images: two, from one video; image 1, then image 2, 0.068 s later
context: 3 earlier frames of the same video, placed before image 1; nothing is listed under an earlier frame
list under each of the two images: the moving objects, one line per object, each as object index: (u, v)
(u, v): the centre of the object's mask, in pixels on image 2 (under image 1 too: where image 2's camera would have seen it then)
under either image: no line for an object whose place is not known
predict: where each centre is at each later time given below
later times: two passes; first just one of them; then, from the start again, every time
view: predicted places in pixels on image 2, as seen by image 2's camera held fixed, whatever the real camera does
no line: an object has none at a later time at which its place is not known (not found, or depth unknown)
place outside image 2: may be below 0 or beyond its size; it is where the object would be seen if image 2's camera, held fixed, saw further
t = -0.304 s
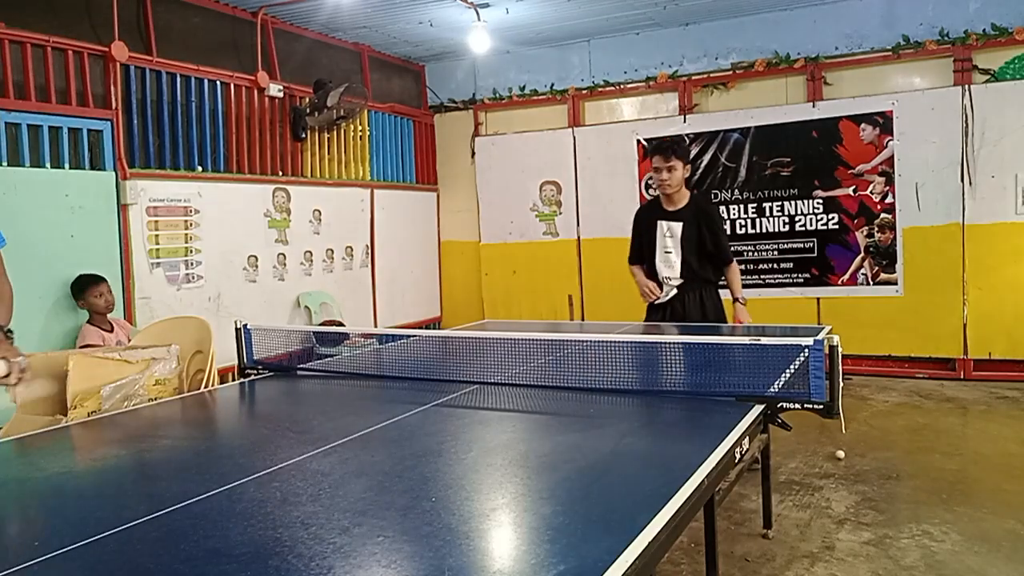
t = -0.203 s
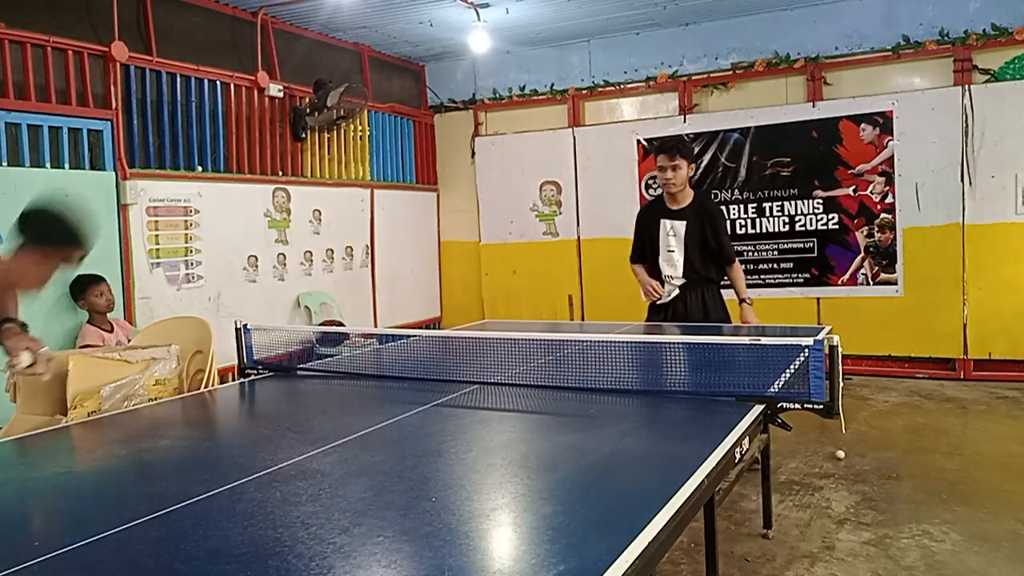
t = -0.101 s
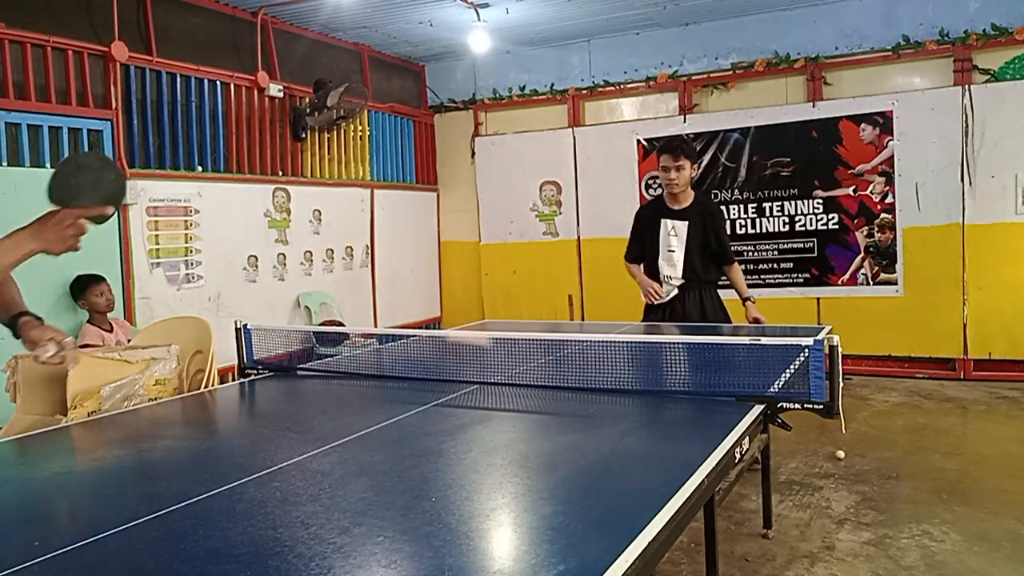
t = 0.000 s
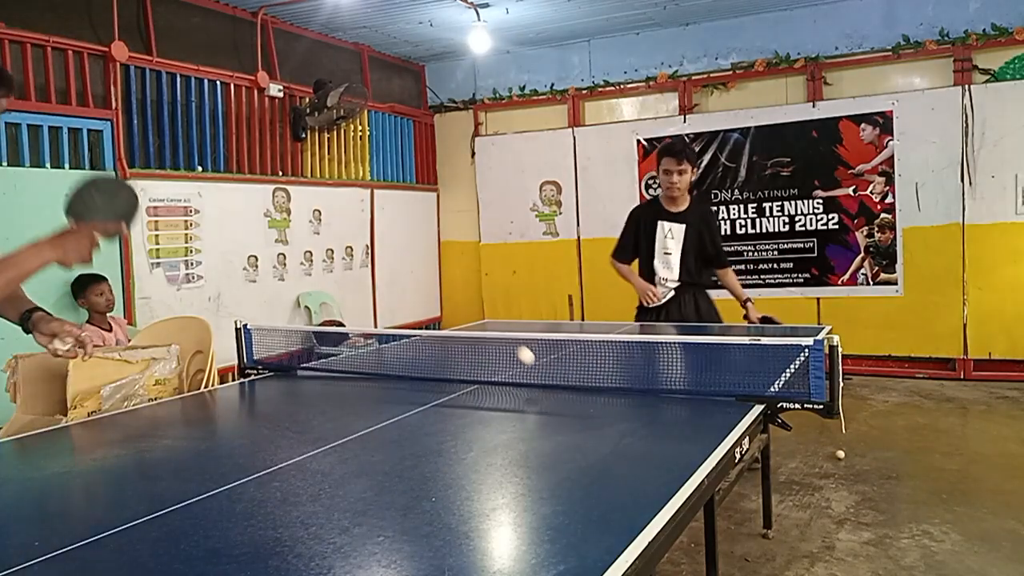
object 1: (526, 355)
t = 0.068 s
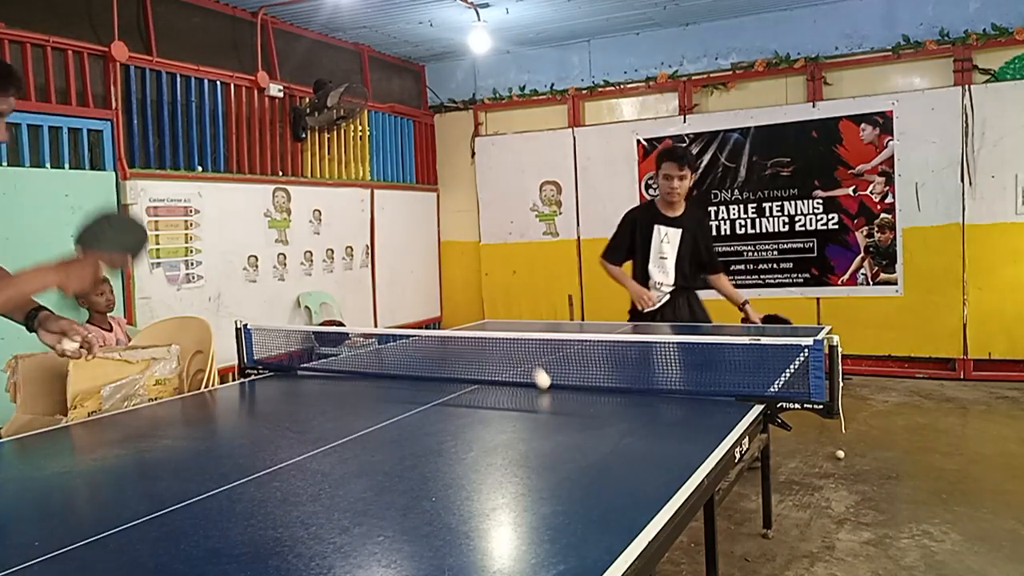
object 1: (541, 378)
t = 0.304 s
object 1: (582, 386)
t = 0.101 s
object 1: (546, 373)
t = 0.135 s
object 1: (552, 363)
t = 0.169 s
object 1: (558, 359)
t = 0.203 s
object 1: (563, 360)
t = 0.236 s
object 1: (570, 363)
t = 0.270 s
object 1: (576, 372)
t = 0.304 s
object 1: (582, 386)
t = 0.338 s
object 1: (588, 383)
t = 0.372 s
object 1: (594, 375)
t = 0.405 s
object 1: (600, 371)
